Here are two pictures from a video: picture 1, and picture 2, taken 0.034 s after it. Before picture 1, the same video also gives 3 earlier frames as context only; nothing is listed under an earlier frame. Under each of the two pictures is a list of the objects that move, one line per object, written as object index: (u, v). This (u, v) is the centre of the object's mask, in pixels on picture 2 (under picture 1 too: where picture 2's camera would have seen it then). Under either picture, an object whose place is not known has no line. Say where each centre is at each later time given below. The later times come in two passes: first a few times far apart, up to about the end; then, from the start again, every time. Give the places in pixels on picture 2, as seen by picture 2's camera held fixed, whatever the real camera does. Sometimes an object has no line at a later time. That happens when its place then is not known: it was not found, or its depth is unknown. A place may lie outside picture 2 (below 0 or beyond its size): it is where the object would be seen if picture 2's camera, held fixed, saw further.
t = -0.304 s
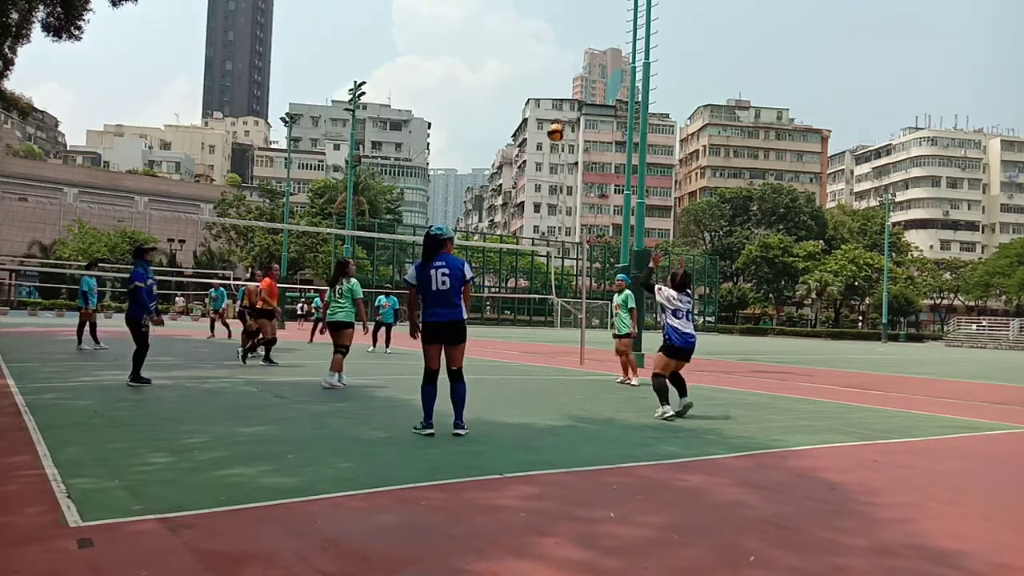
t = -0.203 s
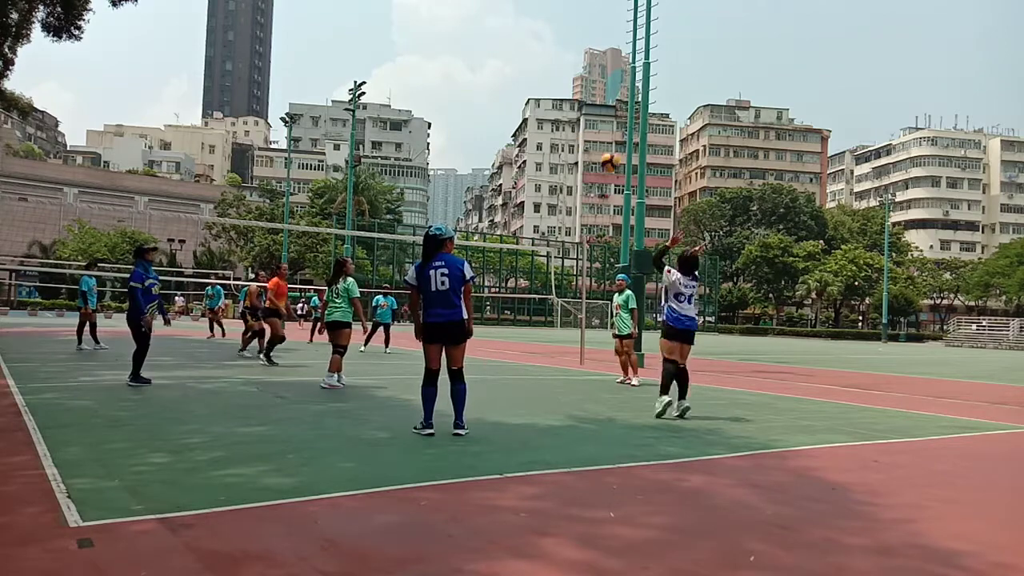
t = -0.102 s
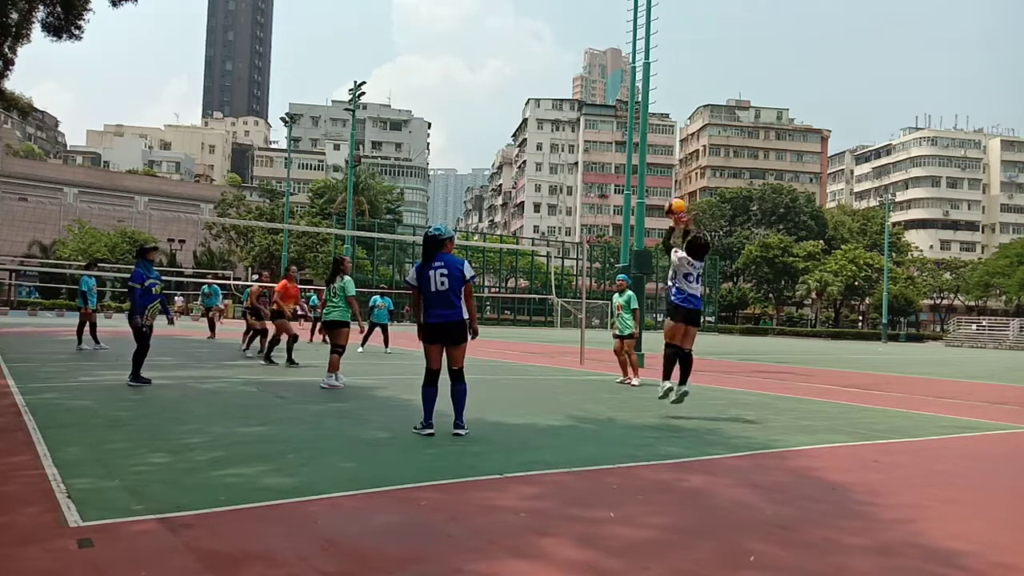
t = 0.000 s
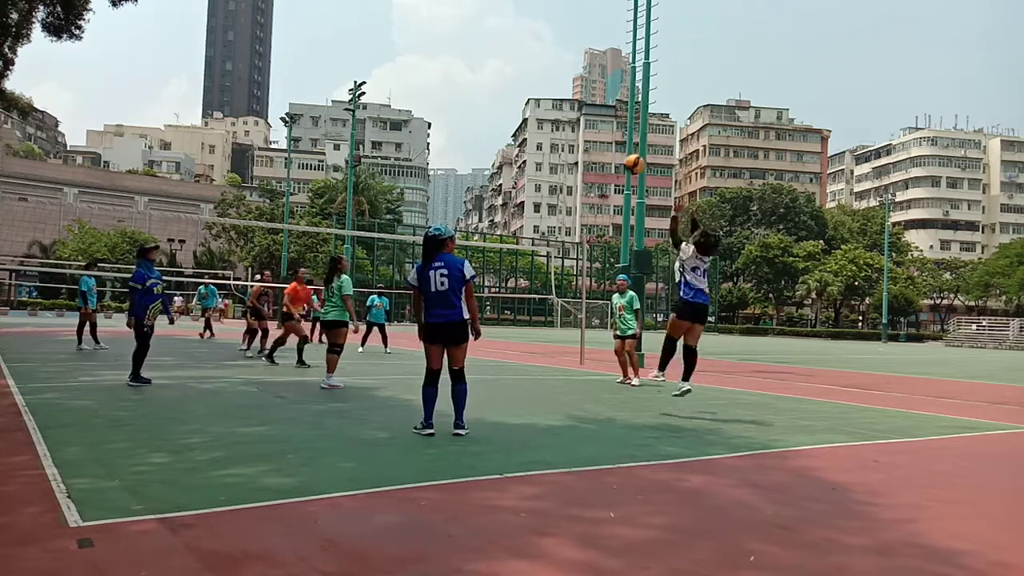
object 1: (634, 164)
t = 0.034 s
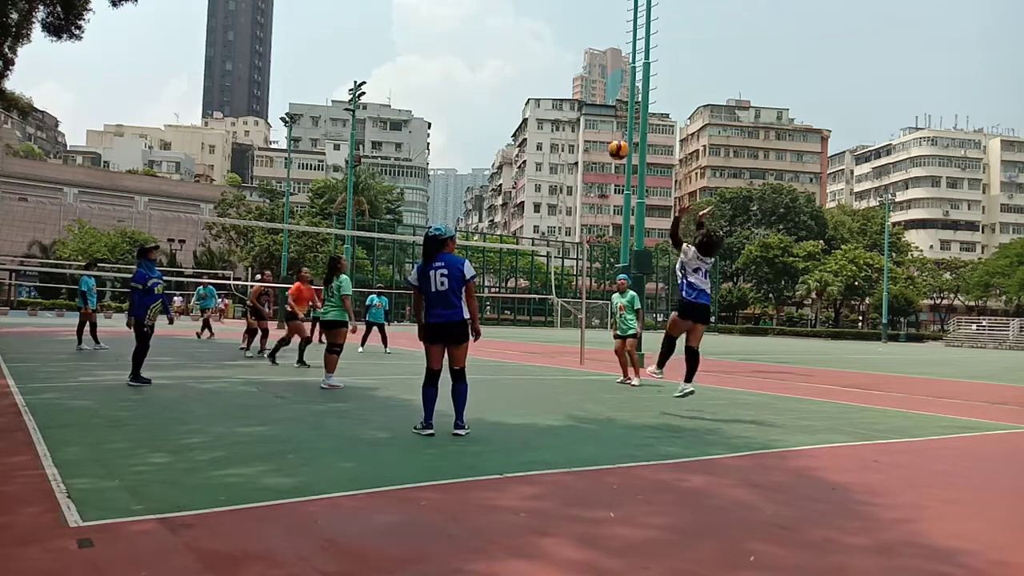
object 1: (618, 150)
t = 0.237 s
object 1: (537, 91)
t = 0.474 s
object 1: (460, 73)
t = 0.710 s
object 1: (395, 98)
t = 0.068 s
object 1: (604, 136)
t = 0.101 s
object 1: (589, 124)
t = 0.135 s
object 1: (576, 114)
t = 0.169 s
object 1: (562, 106)
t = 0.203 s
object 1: (550, 97)
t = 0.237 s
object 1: (537, 91)
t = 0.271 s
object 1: (525, 86)
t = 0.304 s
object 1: (514, 81)
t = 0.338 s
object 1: (502, 77)
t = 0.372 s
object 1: (491, 75)
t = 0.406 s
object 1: (480, 73)
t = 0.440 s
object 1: (470, 73)
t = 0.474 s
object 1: (460, 73)
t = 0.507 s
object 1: (450, 74)
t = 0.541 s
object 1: (440, 76)
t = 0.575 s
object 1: (431, 79)
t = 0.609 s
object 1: (421, 83)
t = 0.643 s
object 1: (412, 87)
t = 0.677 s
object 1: (404, 92)
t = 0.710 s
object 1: (395, 98)
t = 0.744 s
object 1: (387, 105)
